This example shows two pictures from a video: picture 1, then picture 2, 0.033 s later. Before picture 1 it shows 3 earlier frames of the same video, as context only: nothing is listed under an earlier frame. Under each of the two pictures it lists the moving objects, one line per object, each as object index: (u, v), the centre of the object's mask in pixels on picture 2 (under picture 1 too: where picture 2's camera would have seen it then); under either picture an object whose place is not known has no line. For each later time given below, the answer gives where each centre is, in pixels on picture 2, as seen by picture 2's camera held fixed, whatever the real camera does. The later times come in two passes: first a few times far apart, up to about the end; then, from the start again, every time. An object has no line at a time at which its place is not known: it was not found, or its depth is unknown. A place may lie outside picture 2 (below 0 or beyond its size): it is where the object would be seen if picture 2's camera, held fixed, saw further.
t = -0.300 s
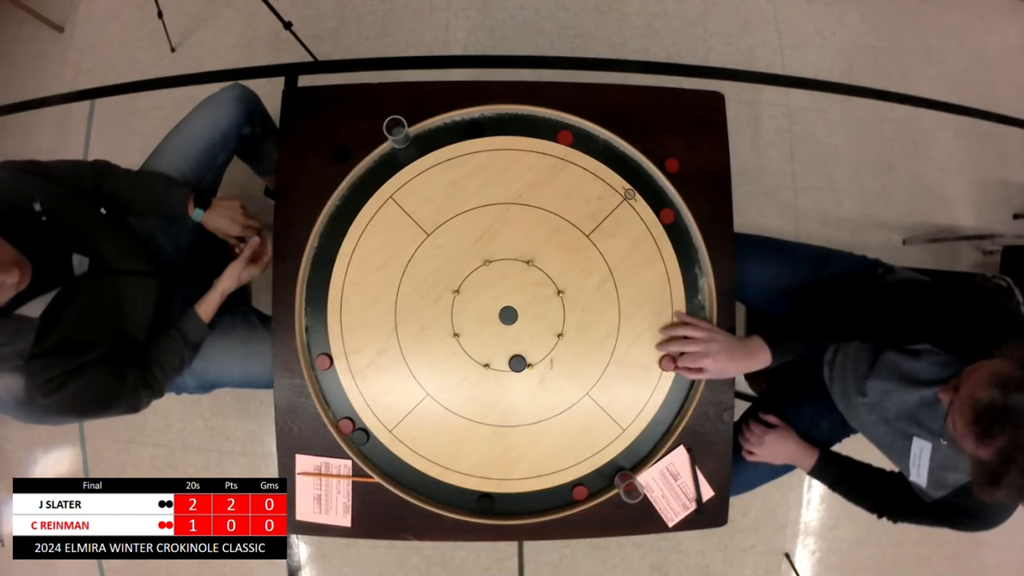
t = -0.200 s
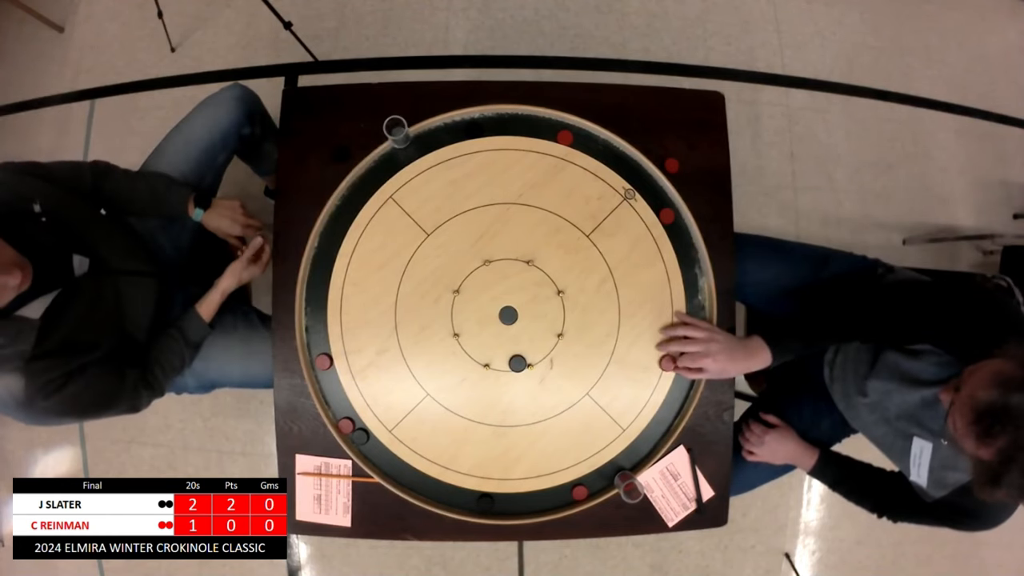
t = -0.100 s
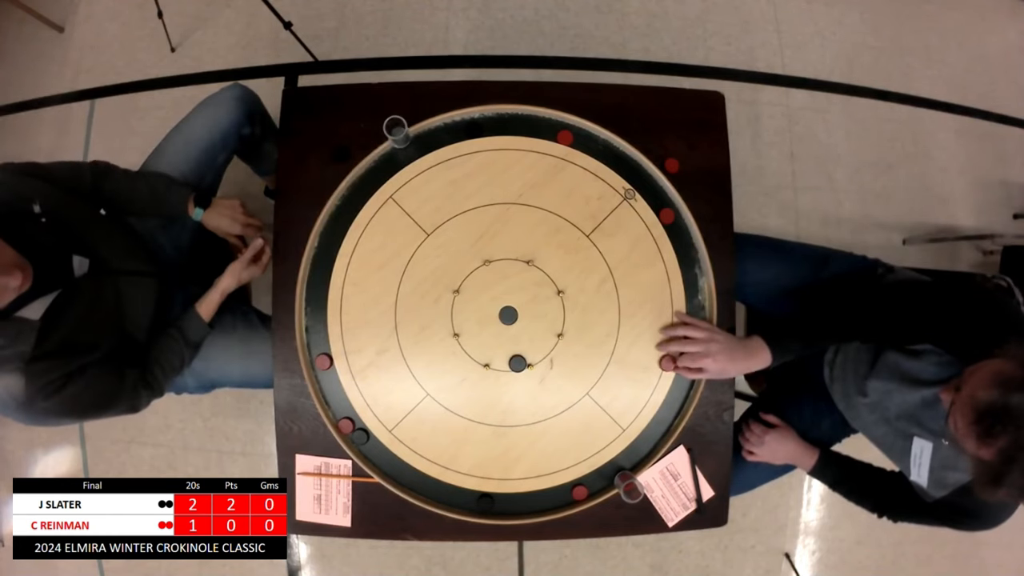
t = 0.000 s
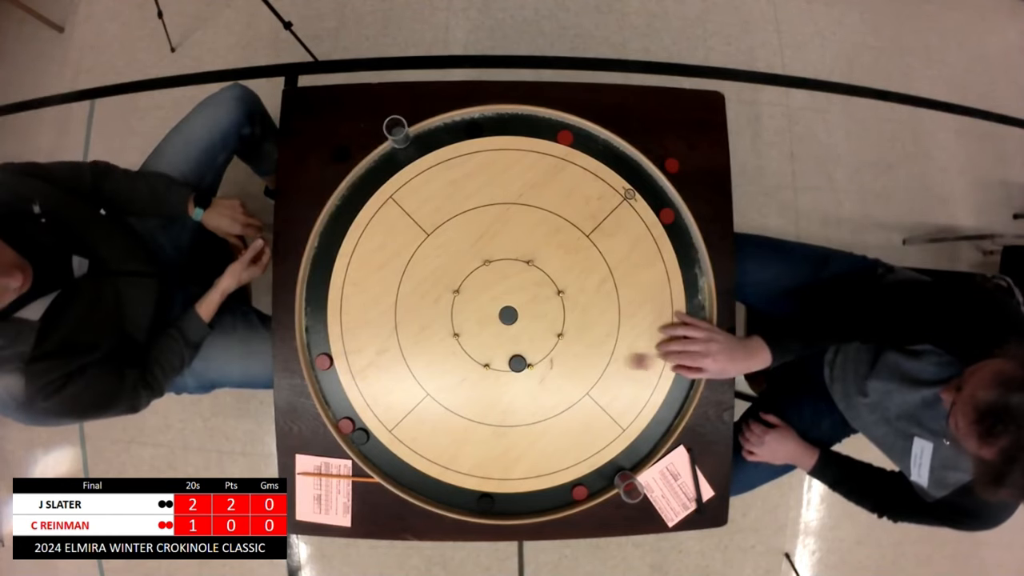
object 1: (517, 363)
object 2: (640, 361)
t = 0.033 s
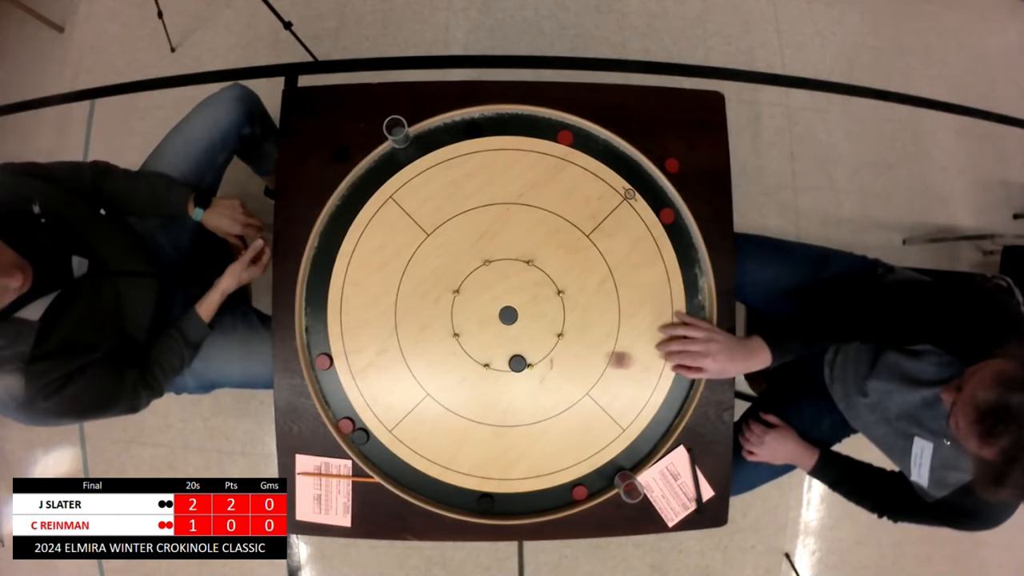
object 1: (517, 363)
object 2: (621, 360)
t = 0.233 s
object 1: (504, 370)
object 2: (526, 346)
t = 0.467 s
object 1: (492, 409)
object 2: (505, 319)
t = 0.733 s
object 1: (491, 420)
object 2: (508, 316)
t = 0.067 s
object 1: (517, 363)
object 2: (600, 358)
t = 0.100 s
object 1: (517, 363)
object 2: (582, 357)
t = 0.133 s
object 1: (517, 363)
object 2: (564, 357)
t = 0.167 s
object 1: (517, 363)
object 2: (547, 355)
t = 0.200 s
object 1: (515, 364)
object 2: (531, 352)
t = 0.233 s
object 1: (504, 370)
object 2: (526, 346)
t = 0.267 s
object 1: (495, 376)
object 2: (522, 341)
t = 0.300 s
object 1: (494, 383)
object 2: (518, 336)
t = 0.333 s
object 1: (493, 389)
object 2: (514, 332)
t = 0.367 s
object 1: (493, 396)
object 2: (511, 329)
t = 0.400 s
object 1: (492, 401)
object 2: (508, 325)
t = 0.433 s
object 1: (492, 405)
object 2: (506, 322)
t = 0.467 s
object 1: (492, 409)
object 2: (505, 319)
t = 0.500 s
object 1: (491, 413)
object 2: (507, 315)
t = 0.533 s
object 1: (491, 415)
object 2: (507, 315)
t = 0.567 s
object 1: (491, 417)
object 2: (508, 315)
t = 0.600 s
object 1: (491, 419)
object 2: (508, 315)
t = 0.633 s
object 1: (491, 420)
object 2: (508, 315)
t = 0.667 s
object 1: (491, 420)
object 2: (508, 315)
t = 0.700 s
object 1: (491, 420)
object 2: (508, 316)
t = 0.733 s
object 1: (491, 420)
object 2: (508, 316)
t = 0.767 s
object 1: (491, 420)
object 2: (508, 315)
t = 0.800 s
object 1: (491, 420)
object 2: (508, 315)
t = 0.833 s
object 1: (491, 420)
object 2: (508, 315)
